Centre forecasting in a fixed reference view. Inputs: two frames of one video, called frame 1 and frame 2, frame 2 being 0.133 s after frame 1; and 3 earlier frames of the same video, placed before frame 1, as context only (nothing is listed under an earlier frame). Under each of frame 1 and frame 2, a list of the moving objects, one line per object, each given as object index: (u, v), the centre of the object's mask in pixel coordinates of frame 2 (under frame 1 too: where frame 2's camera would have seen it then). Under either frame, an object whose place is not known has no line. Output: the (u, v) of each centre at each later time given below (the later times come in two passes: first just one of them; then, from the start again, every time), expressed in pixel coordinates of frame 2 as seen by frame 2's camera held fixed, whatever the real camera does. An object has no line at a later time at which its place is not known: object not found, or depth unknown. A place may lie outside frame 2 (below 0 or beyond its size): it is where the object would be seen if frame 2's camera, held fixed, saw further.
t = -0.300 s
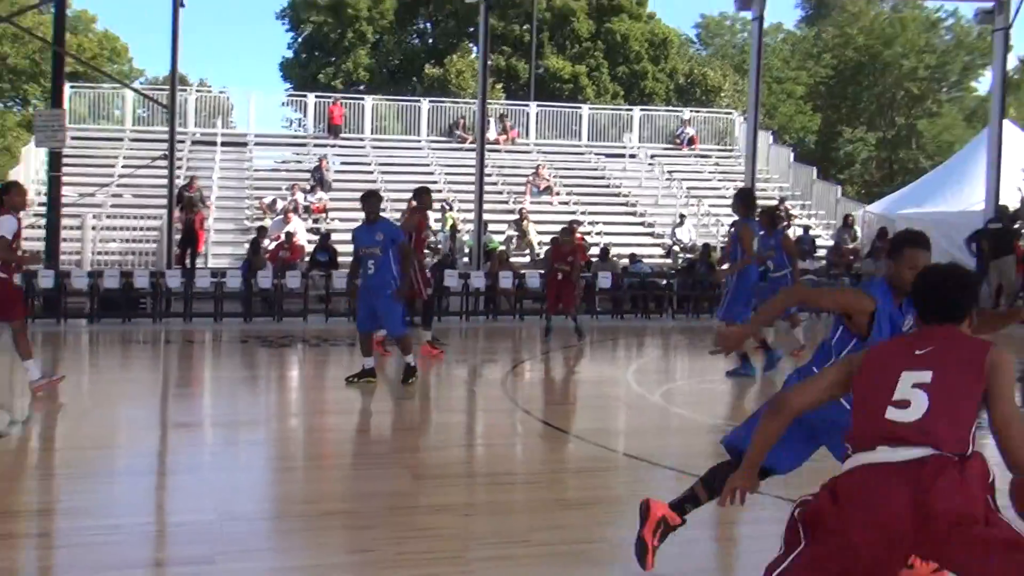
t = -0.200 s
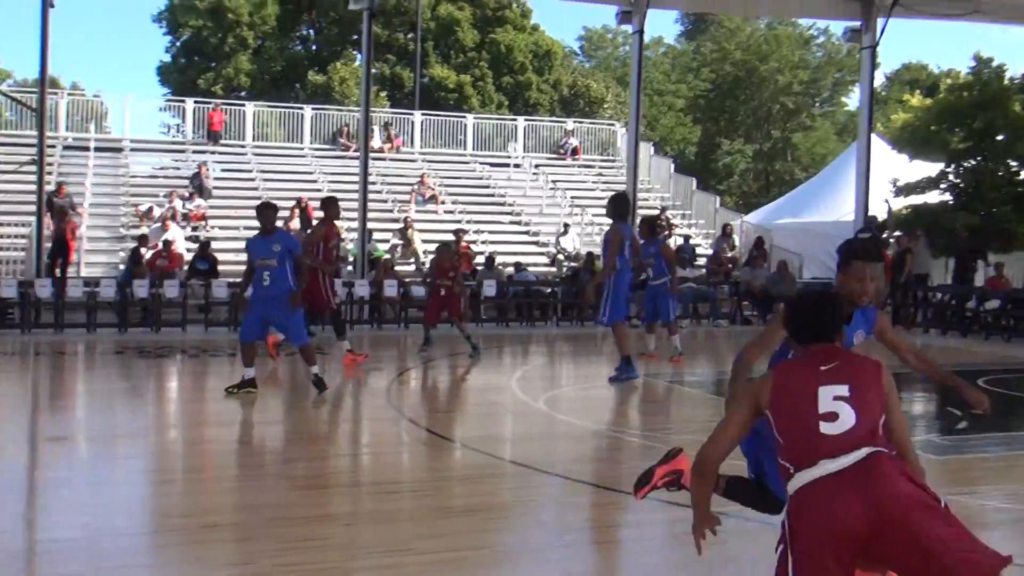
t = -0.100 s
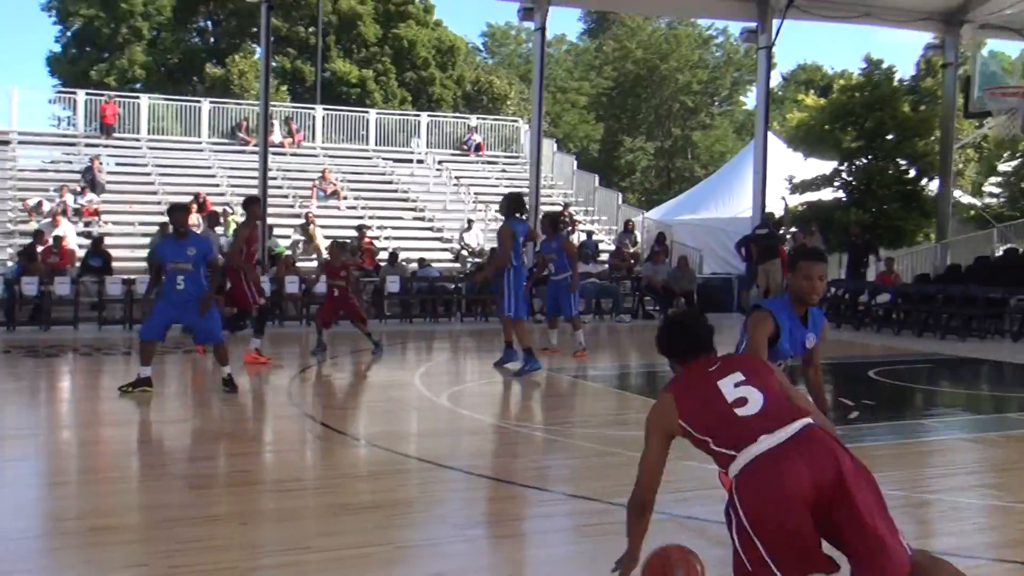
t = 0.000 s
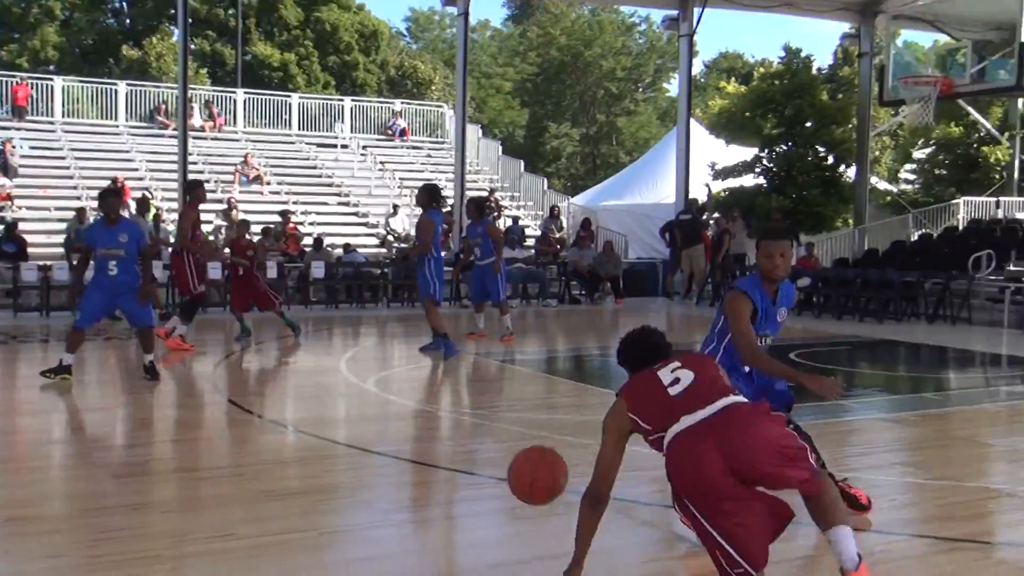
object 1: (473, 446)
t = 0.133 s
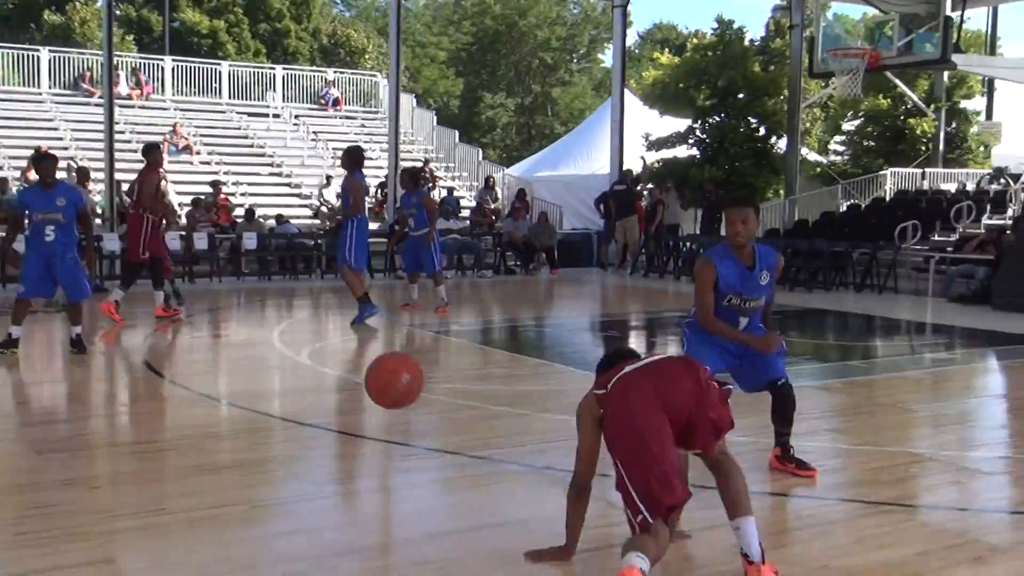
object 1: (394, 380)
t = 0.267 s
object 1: (322, 358)
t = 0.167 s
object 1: (375, 371)
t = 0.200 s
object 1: (358, 364)
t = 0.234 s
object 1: (339, 359)
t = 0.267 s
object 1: (322, 358)
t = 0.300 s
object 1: (305, 358)
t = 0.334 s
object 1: (288, 362)
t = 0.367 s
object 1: (272, 367)
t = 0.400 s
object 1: (256, 375)
